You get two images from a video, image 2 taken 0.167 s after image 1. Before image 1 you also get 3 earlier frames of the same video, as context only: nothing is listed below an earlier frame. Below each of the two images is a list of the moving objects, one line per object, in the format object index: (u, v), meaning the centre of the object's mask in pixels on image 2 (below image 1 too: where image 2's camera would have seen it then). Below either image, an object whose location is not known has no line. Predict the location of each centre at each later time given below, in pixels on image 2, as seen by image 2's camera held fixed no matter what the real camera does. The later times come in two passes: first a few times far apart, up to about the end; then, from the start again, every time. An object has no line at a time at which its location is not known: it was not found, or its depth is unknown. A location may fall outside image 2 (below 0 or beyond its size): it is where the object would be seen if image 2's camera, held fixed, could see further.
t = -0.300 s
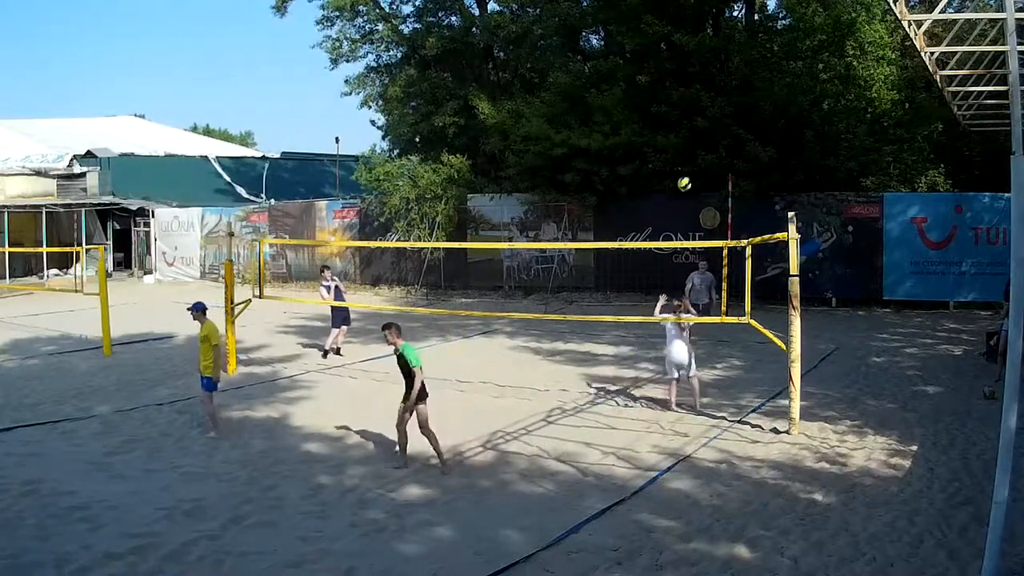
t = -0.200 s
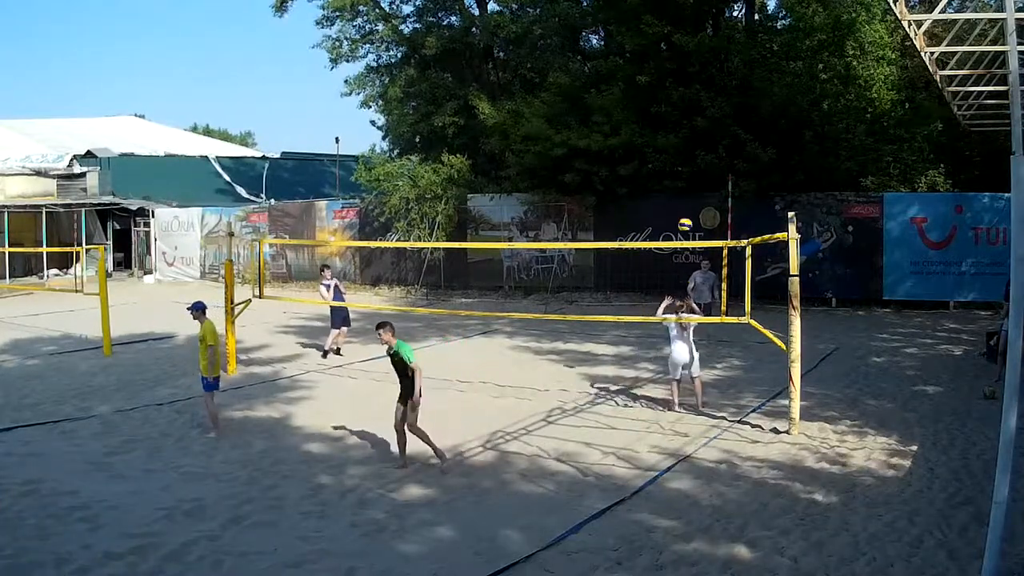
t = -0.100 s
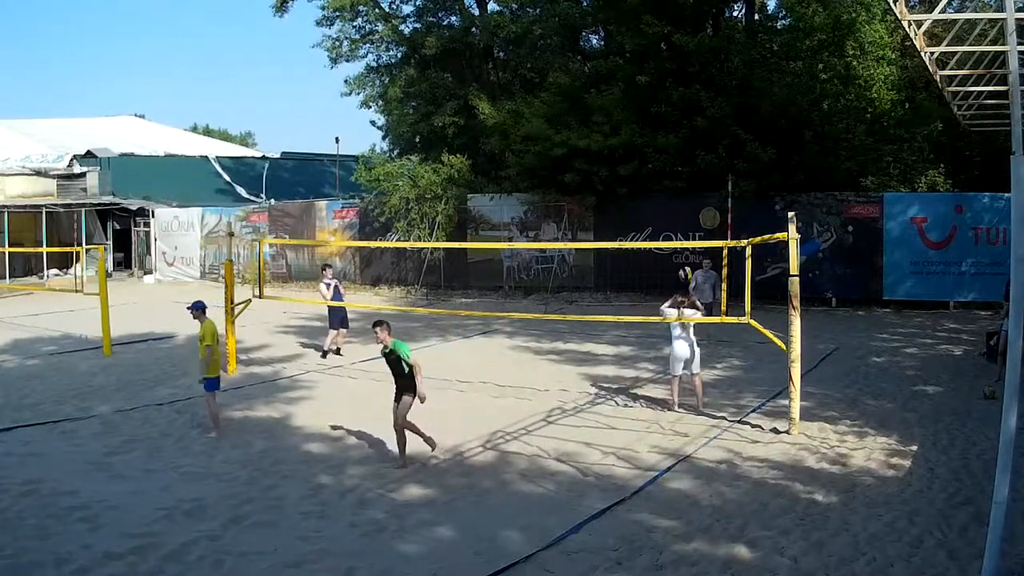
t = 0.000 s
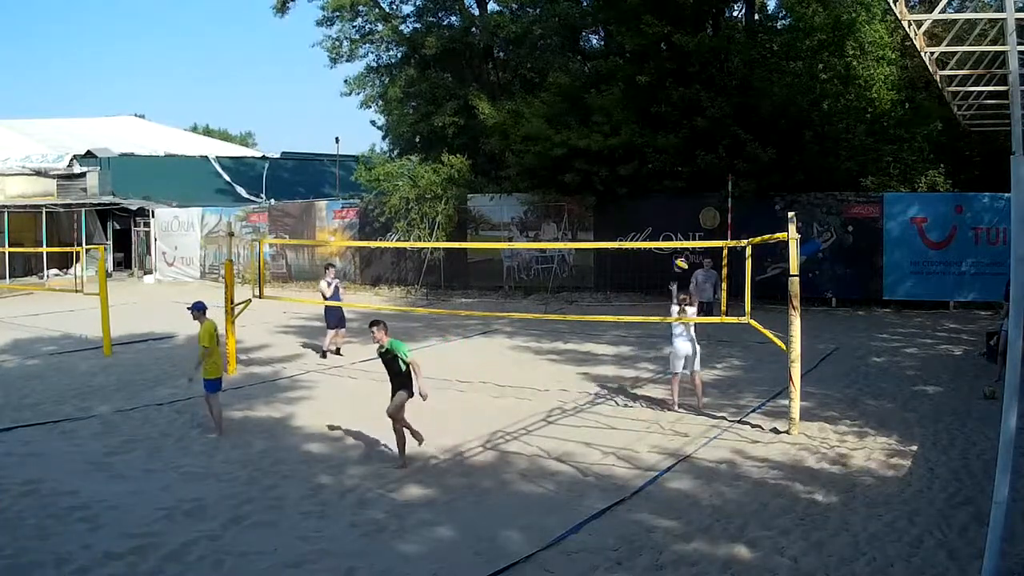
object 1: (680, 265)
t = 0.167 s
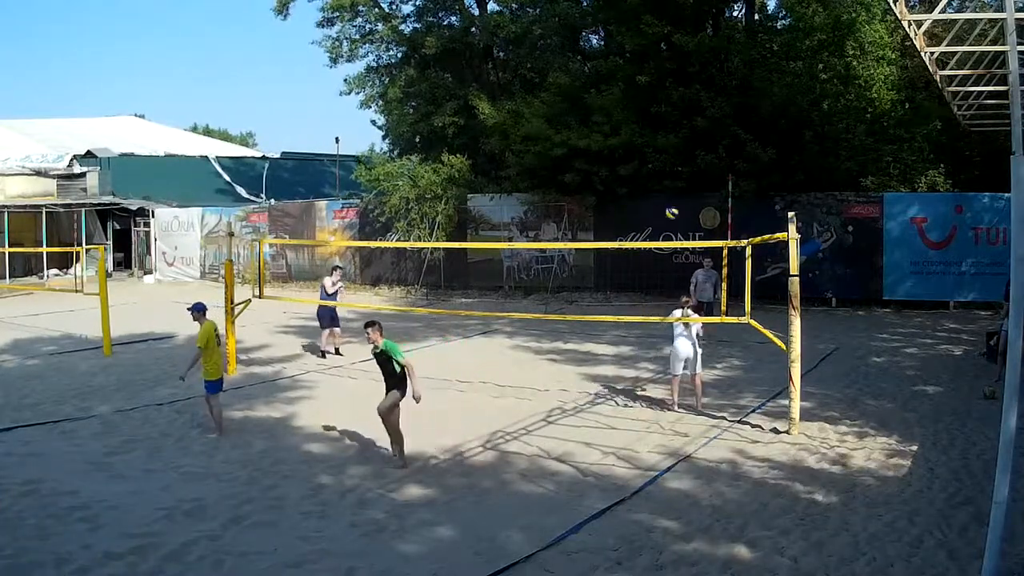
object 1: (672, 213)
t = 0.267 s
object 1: (666, 190)
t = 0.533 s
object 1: (653, 166)
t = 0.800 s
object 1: (641, 183)
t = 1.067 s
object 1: (631, 236)
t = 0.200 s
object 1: (670, 204)
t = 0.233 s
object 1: (667, 197)
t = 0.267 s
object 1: (666, 190)
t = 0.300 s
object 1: (664, 185)
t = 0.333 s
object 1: (662, 180)
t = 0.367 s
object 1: (660, 175)
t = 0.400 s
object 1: (659, 173)
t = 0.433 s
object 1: (657, 170)
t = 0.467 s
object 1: (656, 168)
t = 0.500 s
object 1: (655, 167)
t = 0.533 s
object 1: (653, 166)
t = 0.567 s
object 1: (651, 166)
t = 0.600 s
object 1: (650, 166)
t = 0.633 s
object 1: (648, 168)
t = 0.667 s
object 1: (647, 169)
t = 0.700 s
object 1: (645, 172)
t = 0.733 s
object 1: (644, 175)
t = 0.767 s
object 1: (643, 179)
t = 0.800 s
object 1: (641, 183)
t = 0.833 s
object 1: (640, 188)
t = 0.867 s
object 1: (638, 193)
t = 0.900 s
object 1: (637, 198)
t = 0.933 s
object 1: (636, 205)
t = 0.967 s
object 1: (635, 212)
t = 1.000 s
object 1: (633, 220)
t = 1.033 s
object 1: (632, 228)
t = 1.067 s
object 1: (631, 236)
